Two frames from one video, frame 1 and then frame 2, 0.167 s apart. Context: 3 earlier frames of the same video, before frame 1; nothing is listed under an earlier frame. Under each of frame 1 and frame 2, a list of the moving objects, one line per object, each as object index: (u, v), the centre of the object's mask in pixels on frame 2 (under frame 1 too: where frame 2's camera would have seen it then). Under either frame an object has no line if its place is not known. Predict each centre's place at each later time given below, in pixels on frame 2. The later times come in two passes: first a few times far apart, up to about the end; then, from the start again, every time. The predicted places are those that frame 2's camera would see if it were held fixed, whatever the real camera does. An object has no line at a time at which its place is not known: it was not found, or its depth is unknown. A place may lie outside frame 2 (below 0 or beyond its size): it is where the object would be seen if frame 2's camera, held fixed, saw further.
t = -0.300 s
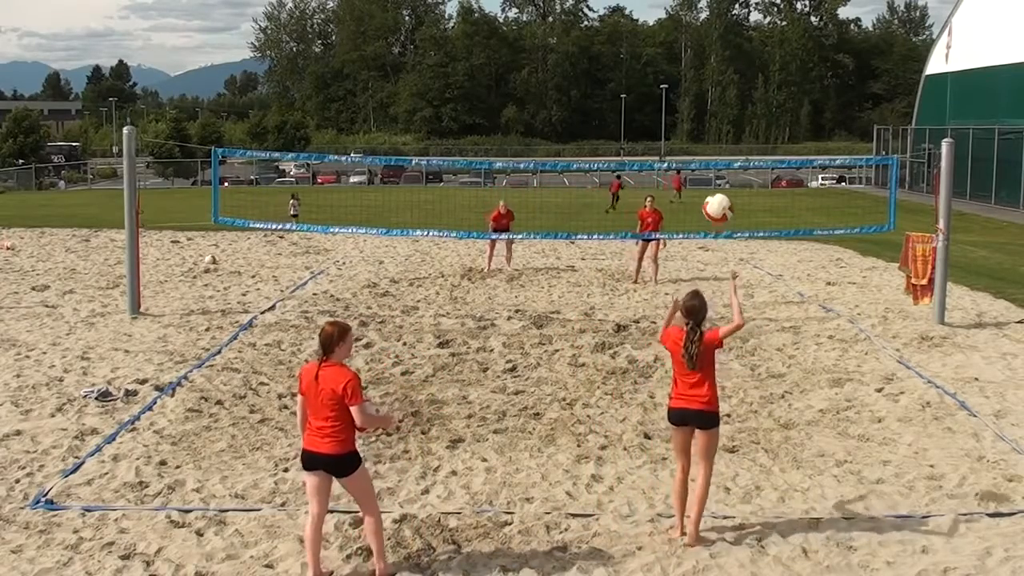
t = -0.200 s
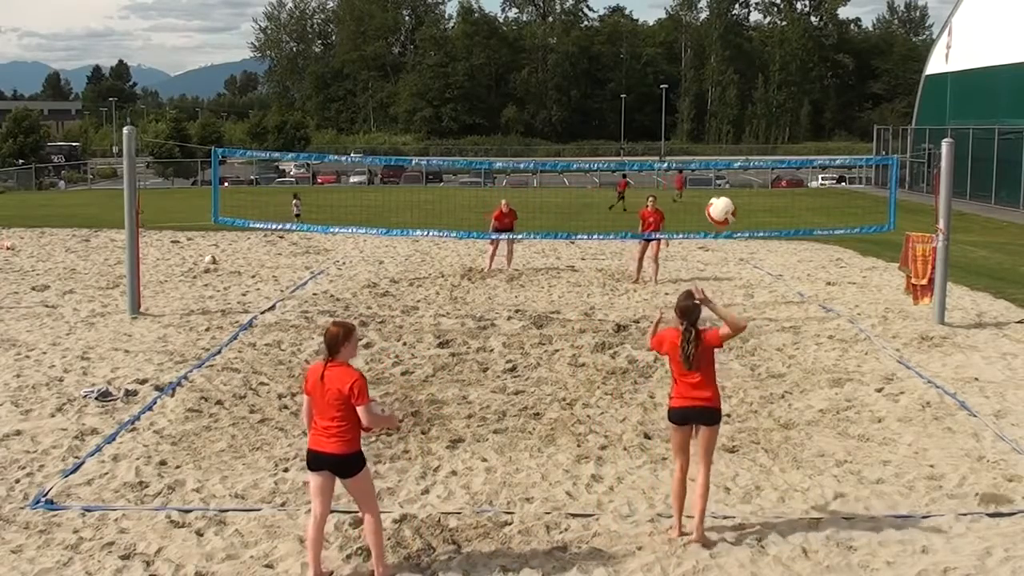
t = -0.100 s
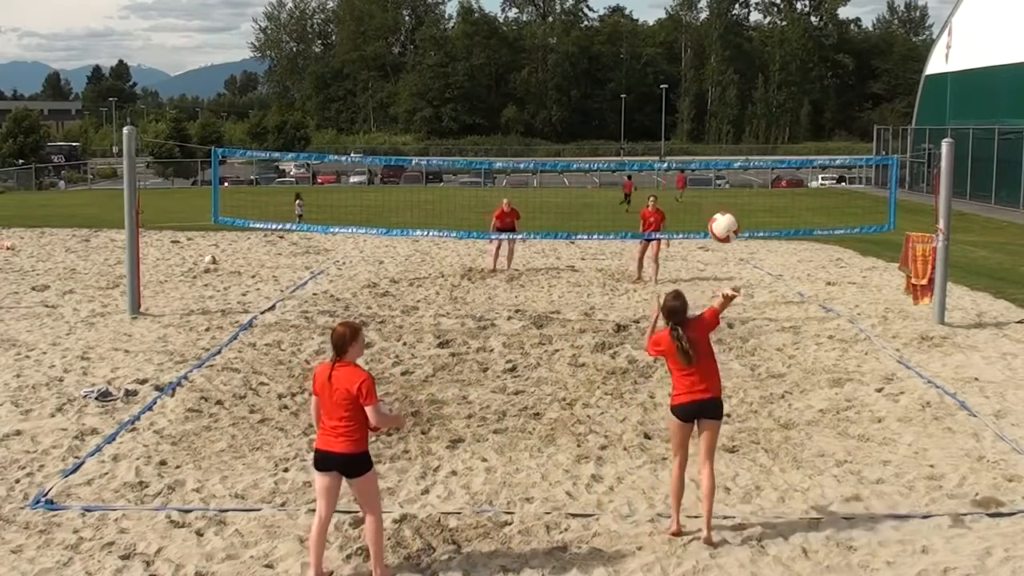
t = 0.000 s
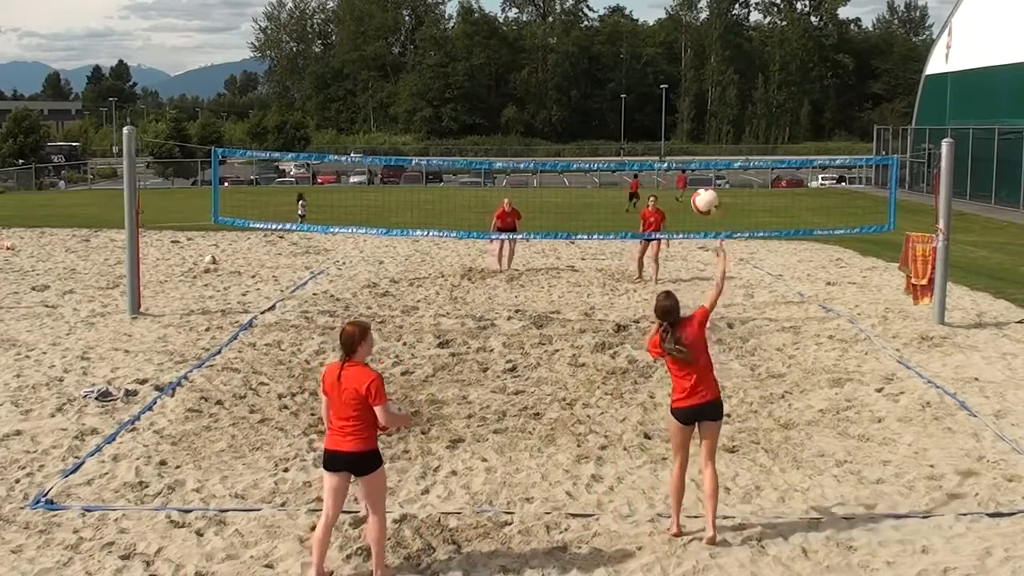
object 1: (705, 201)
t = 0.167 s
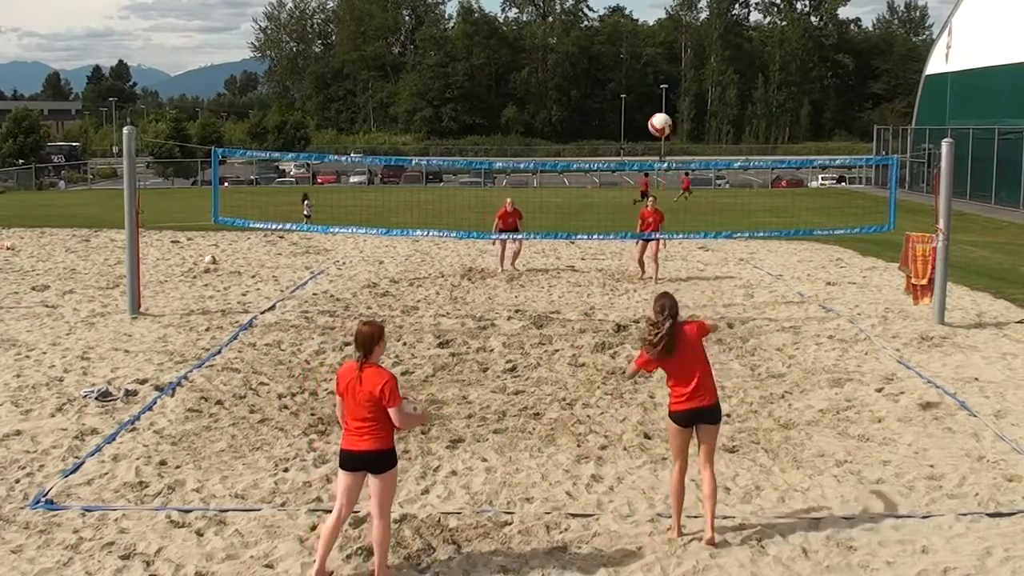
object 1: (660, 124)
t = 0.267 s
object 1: (643, 103)
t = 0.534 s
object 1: (613, 103)
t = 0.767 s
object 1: (593, 142)
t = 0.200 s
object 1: (654, 116)
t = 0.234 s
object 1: (648, 109)
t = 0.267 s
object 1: (643, 103)
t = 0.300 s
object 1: (639, 100)
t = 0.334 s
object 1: (635, 97)
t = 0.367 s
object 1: (631, 96)
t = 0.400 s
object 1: (628, 95)
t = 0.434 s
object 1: (624, 96)
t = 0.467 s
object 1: (620, 97)
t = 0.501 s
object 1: (617, 99)
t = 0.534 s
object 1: (613, 103)
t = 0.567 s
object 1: (610, 107)
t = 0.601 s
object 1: (607, 111)
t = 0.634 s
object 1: (604, 116)
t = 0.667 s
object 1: (601, 122)
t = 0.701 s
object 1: (599, 128)
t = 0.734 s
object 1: (596, 135)
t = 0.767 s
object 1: (593, 142)
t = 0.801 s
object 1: (591, 150)
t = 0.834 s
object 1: (589, 156)
